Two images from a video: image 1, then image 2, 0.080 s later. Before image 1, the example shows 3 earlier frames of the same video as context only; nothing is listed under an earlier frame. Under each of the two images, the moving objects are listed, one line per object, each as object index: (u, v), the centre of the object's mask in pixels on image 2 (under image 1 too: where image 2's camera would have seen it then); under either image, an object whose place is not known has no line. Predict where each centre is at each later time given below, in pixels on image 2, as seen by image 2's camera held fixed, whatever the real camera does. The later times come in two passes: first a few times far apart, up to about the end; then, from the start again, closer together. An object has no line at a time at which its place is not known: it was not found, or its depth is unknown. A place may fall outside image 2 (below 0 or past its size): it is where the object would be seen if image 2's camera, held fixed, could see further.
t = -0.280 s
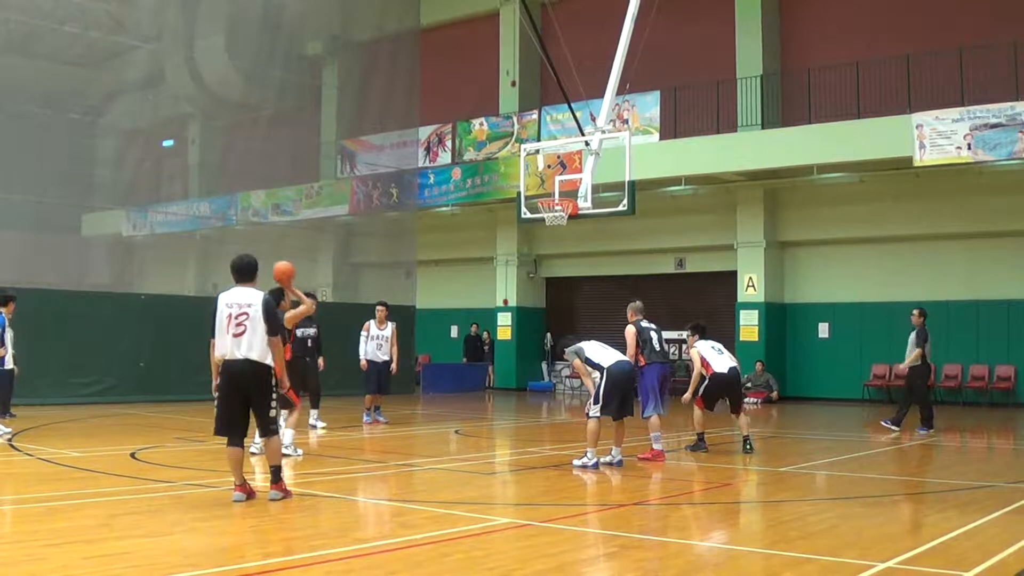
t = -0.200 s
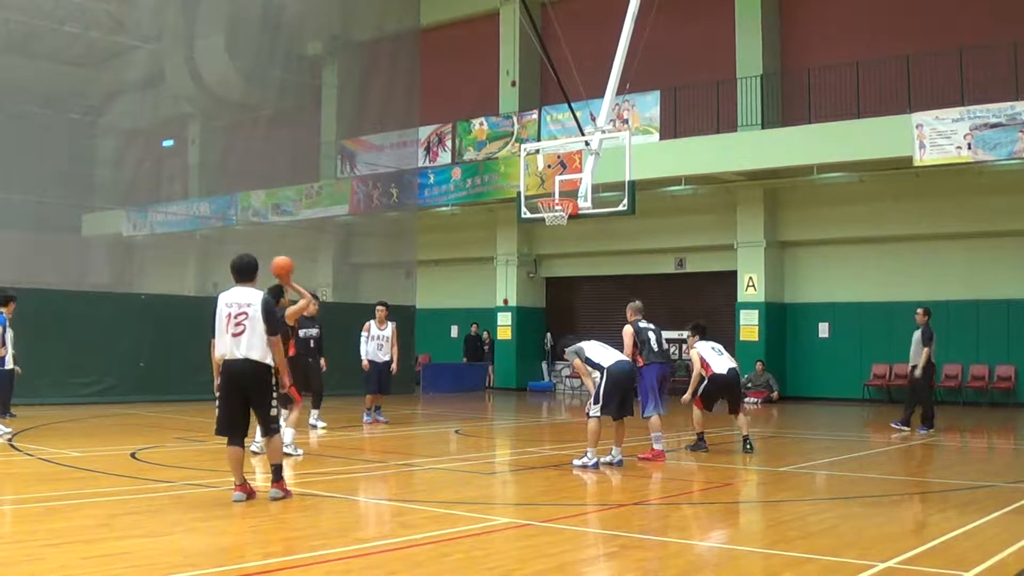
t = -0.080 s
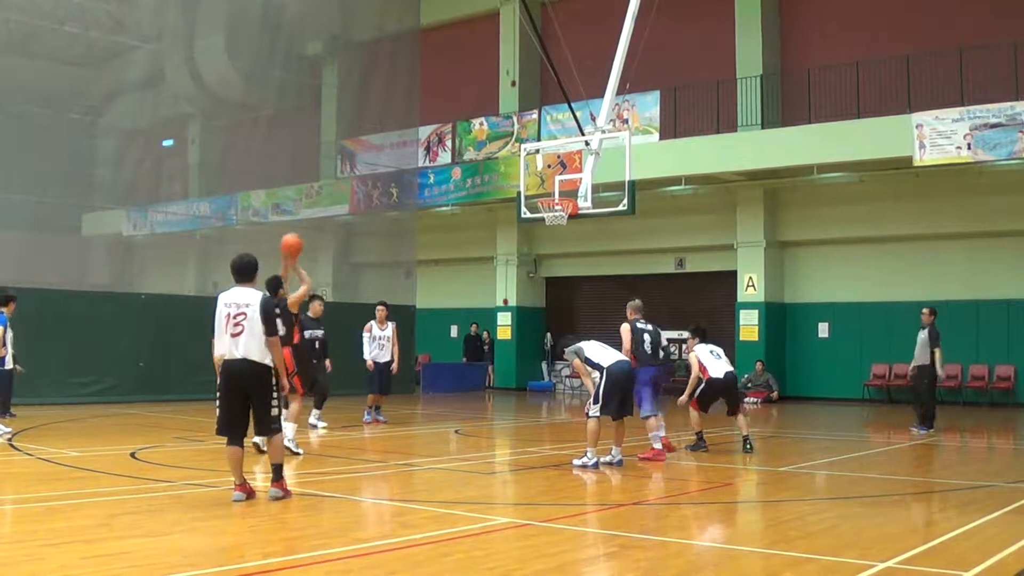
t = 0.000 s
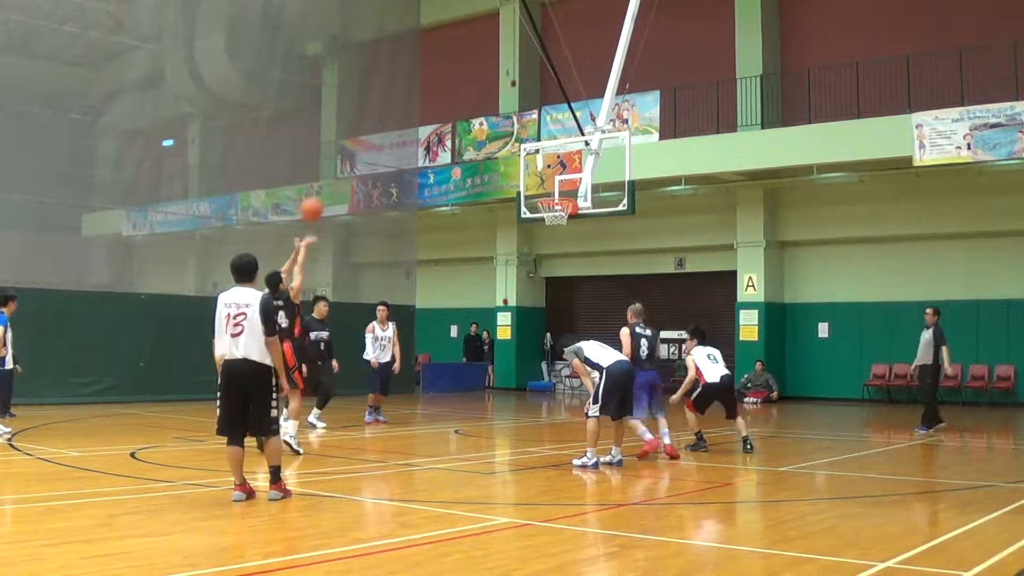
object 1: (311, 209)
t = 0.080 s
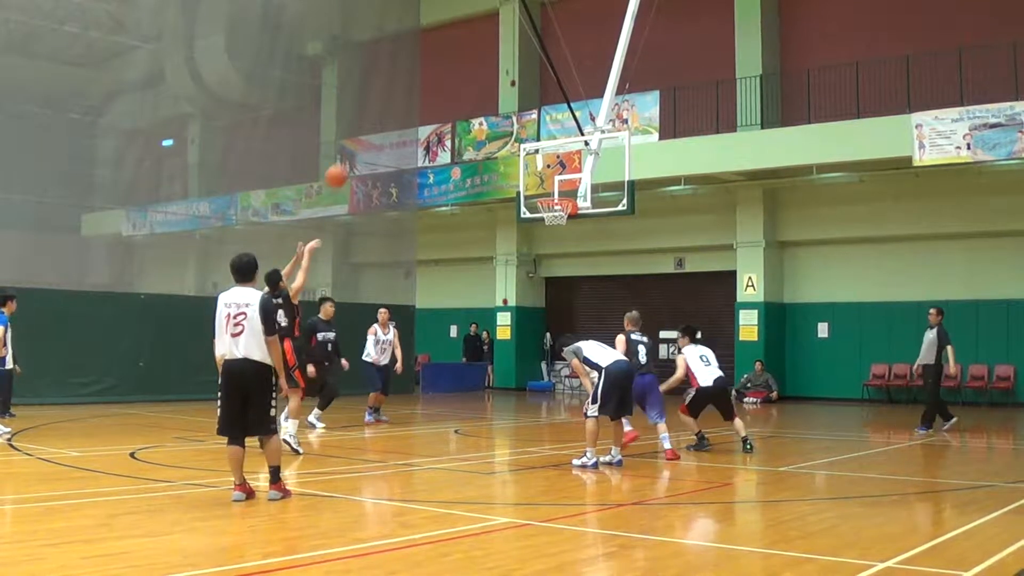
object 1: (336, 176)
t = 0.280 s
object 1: (394, 122)
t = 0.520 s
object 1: (452, 107)
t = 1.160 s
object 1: (583, 183)
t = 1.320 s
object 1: (606, 177)
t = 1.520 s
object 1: (625, 189)
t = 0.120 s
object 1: (348, 162)
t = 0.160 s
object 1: (360, 150)
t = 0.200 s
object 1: (371, 139)
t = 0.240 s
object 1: (383, 130)
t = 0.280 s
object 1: (394, 122)
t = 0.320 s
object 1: (404, 116)
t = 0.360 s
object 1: (414, 111)
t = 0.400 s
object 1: (424, 108)
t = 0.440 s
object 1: (434, 106)
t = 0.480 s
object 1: (443, 106)
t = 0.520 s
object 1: (452, 107)
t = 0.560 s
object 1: (462, 110)
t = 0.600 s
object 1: (470, 112)
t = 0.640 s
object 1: (479, 117)
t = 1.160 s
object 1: (583, 183)
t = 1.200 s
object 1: (590, 181)
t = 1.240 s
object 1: (597, 179)
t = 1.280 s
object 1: (602, 178)
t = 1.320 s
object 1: (606, 177)
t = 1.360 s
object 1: (609, 177)
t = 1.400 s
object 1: (612, 178)
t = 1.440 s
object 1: (616, 180)
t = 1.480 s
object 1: (621, 185)
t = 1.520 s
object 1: (625, 189)
